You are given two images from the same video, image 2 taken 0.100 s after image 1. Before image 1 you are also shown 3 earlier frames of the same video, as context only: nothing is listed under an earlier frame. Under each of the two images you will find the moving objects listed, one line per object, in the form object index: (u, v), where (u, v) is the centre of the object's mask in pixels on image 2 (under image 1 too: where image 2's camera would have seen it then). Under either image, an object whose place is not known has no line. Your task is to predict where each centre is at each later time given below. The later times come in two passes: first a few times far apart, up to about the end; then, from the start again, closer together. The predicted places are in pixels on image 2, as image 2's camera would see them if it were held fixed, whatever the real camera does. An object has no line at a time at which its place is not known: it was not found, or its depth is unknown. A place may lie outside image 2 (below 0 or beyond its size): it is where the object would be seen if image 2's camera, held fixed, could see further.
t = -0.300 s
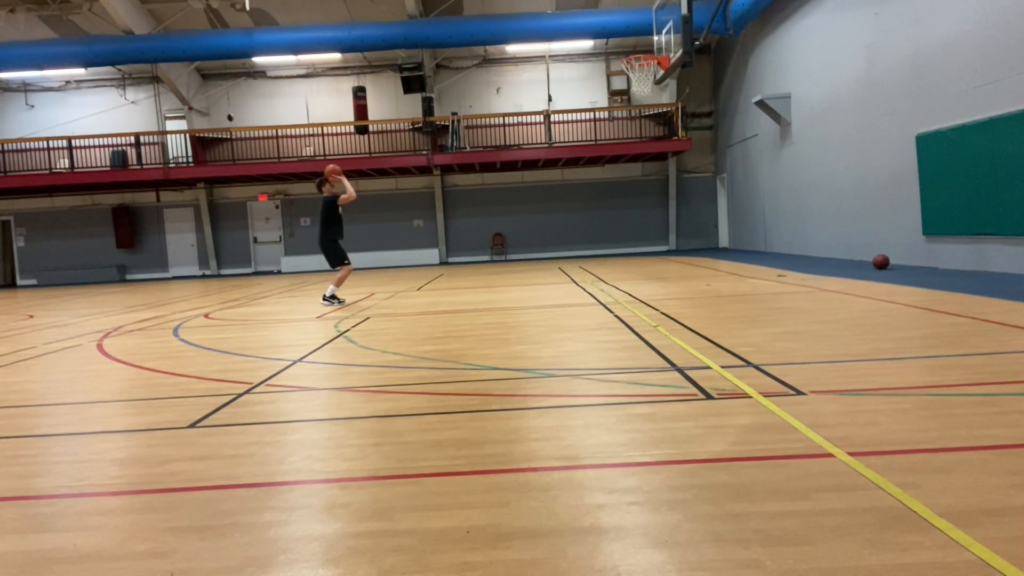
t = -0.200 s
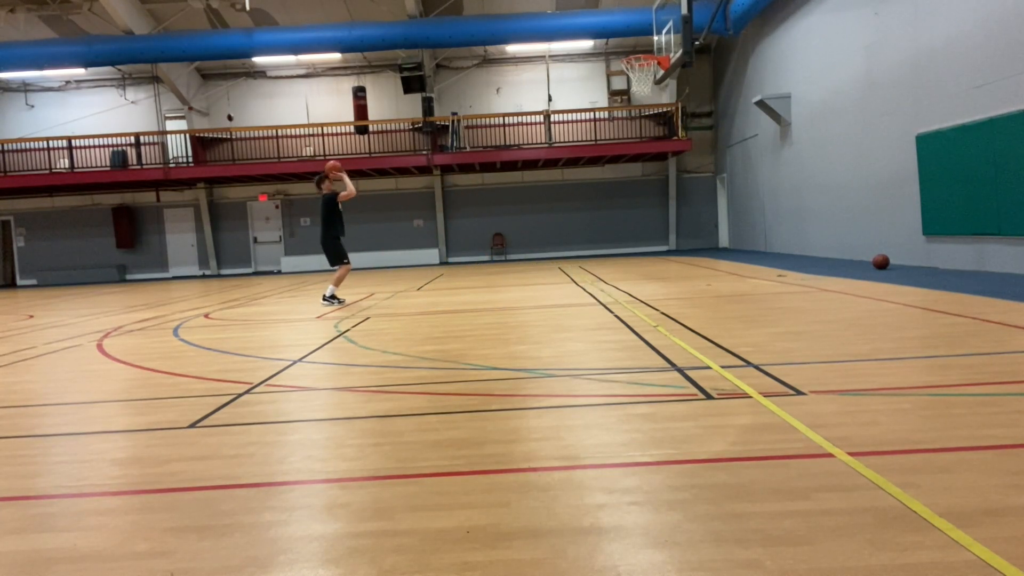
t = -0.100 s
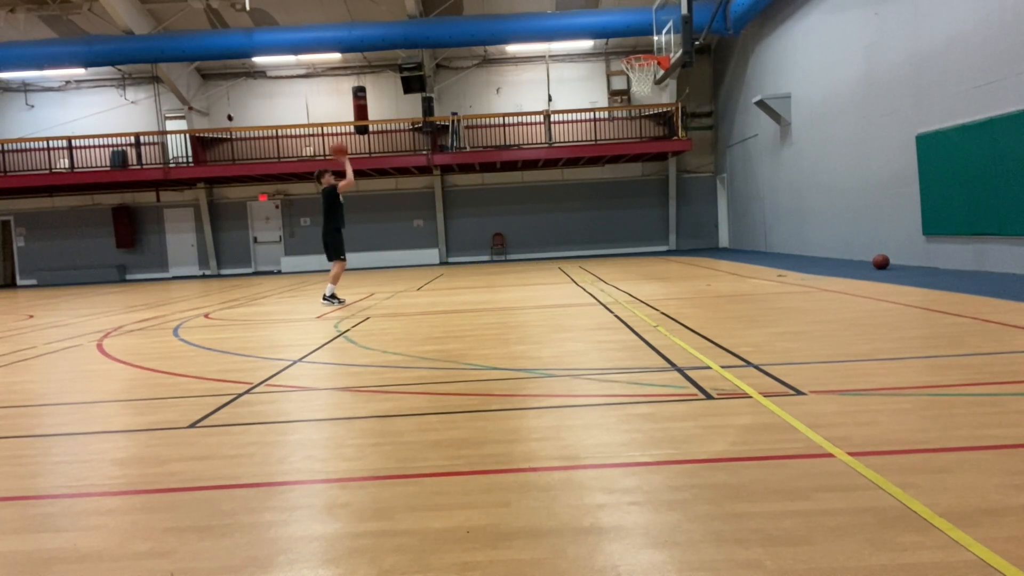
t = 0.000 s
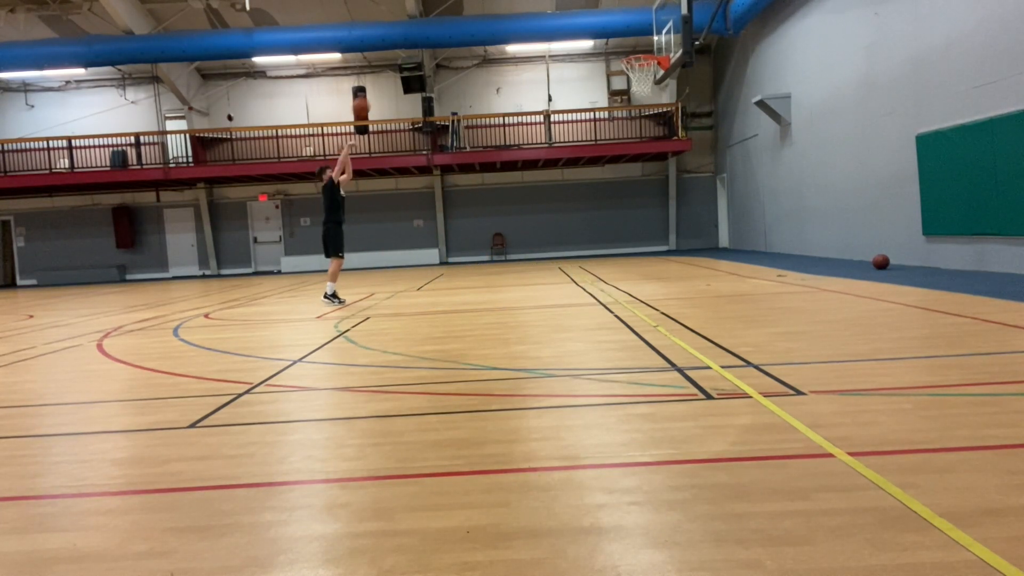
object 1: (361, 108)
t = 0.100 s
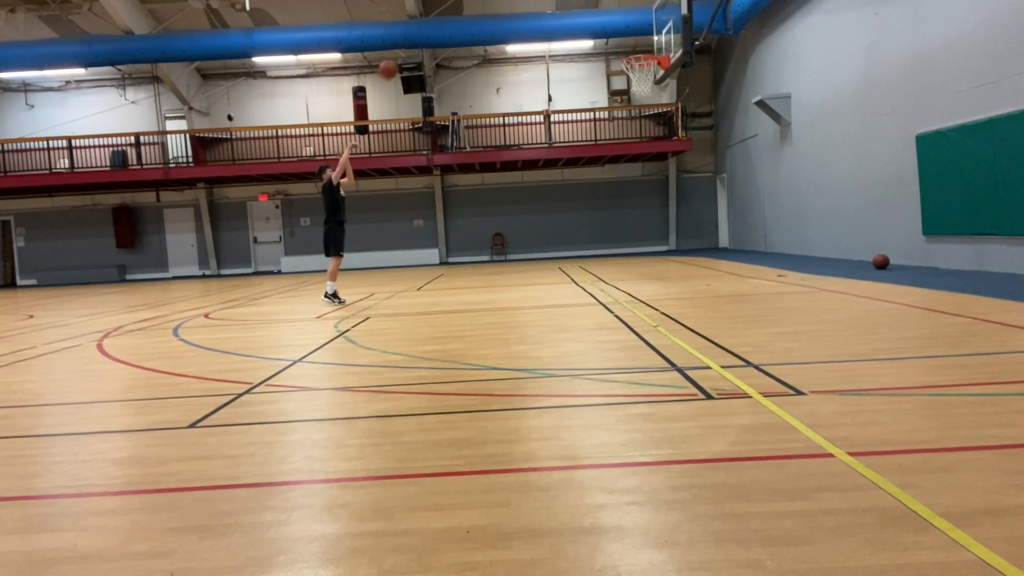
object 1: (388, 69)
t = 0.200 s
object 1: (415, 40)
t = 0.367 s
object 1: (461, 8)
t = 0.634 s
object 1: (538, 2)
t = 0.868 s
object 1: (606, 30)
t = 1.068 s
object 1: (657, 79)
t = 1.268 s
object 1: (670, 106)
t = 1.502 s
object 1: (688, 171)
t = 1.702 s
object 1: (706, 257)
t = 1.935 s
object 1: (701, 215)
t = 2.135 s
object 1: (691, 176)
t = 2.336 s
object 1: (683, 166)
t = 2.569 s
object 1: (673, 192)
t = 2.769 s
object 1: (667, 246)
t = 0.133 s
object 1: (397, 60)
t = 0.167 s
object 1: (406, 49)
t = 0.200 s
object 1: (415, 40)
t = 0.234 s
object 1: (424, 32)
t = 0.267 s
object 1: (433, 24)
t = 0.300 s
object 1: (443, 17)
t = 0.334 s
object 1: (452, 11)
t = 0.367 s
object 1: (461, 8)
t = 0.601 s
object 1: (528, 2)
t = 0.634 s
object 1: (538, 2)
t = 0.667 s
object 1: (547, 3)
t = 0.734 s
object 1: (567, 7)
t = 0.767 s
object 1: (577, 10)
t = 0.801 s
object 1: (586, 16)
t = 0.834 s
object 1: (596, 23)
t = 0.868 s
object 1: (606, 30)
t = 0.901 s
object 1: (615, 38)
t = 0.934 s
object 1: (625, 47)
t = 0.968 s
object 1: (633, 53)
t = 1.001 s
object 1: (642, 66)
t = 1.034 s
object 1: (653, 74)
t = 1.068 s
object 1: (657, 79)
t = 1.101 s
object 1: (659, 82)
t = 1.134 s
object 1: (661, 84)
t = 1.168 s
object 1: (663, 88)
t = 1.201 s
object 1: (665, 93)
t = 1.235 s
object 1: (668, 98)
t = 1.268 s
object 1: (670, 106)
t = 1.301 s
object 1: (673, 112)
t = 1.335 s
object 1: (675, 120)
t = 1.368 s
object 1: (678, 129)
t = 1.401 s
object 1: (681, 138)
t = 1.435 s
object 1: (683, 148)
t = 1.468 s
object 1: (685, 160)
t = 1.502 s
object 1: (688, 171)
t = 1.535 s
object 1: (691, 183)
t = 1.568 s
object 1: (694, 197)
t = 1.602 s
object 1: (697, 211)
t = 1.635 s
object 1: (700, 226)
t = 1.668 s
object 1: (703, 241)
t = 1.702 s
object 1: (706, 257)
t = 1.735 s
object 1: (709, 274)
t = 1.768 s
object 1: (709, 271)
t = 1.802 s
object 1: (707, 257)
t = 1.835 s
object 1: (705, 246)
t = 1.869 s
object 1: (704, 235)
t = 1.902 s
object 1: (702, 225)
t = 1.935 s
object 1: (701, 215)
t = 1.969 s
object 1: (699, 207)
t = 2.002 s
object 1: (697, 199)
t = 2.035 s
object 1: (696, 192)
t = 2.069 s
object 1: (694, 185)
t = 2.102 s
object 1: (692, 180)
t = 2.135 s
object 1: (691, 176)
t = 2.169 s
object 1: (690, 171)
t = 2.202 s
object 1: (688, 169)
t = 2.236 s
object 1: (686, 167)
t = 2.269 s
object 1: (686, 166)
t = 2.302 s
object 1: (684, 165)
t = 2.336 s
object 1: (683, 166)
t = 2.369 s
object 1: (681, 167)
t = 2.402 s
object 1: (680, 169)
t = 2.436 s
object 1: (679, 172)
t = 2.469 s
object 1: (677, 176)
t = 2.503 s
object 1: (675, 180)
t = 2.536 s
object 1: (674, 186)
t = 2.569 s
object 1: (673, 192)
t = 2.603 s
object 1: (672, 199)
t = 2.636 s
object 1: (671, 207)
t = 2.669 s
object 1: (670, 215)
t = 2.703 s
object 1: (669, 225)
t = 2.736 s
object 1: (668, 235)
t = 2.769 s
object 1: (667, 246)
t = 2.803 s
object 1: (666, 258)
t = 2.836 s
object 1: (666, 272)
